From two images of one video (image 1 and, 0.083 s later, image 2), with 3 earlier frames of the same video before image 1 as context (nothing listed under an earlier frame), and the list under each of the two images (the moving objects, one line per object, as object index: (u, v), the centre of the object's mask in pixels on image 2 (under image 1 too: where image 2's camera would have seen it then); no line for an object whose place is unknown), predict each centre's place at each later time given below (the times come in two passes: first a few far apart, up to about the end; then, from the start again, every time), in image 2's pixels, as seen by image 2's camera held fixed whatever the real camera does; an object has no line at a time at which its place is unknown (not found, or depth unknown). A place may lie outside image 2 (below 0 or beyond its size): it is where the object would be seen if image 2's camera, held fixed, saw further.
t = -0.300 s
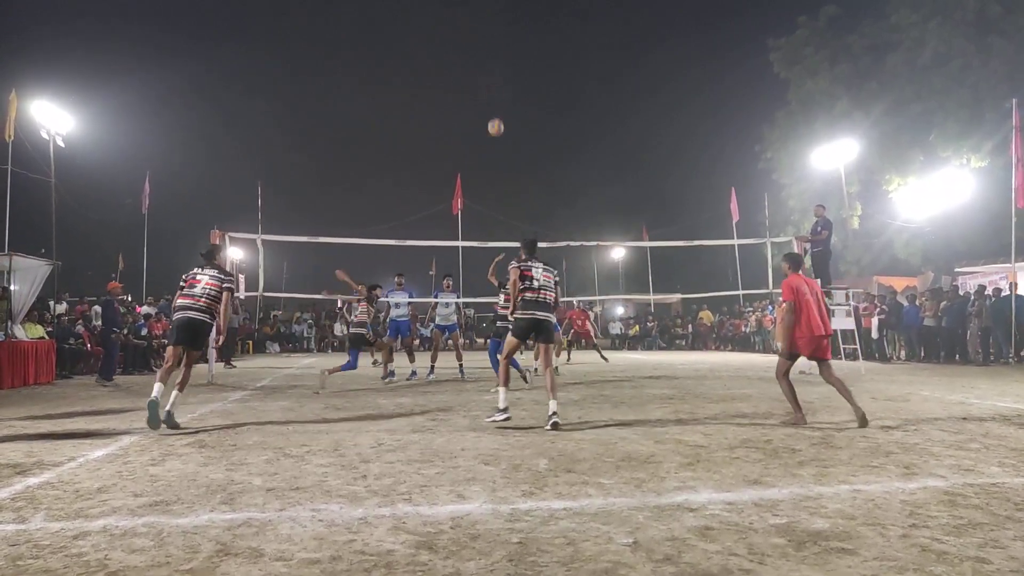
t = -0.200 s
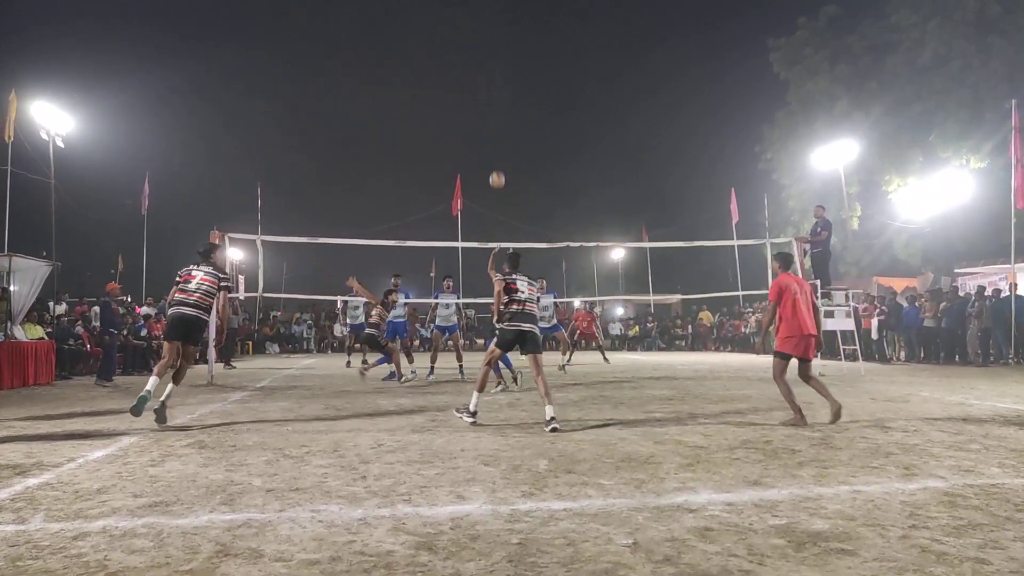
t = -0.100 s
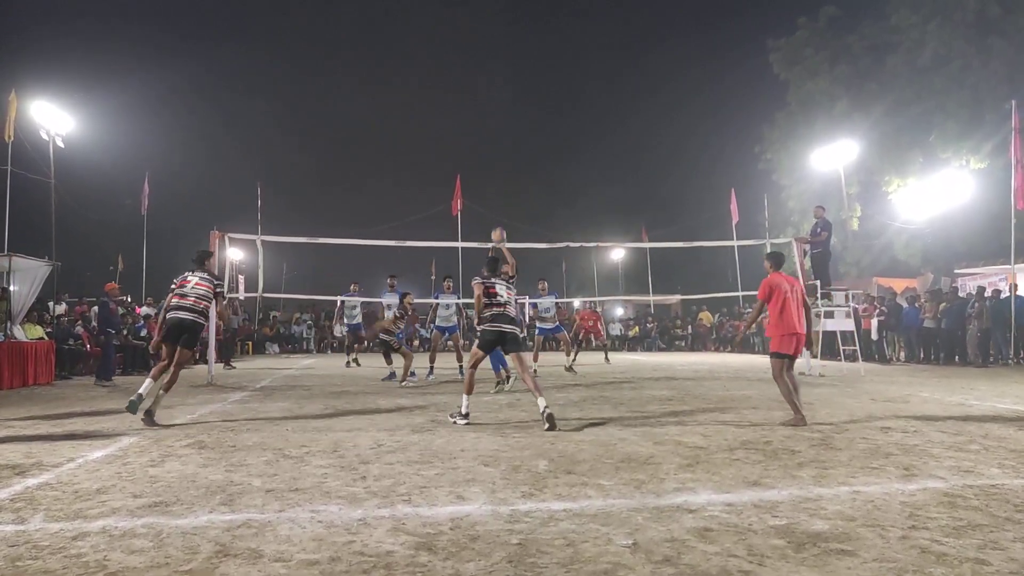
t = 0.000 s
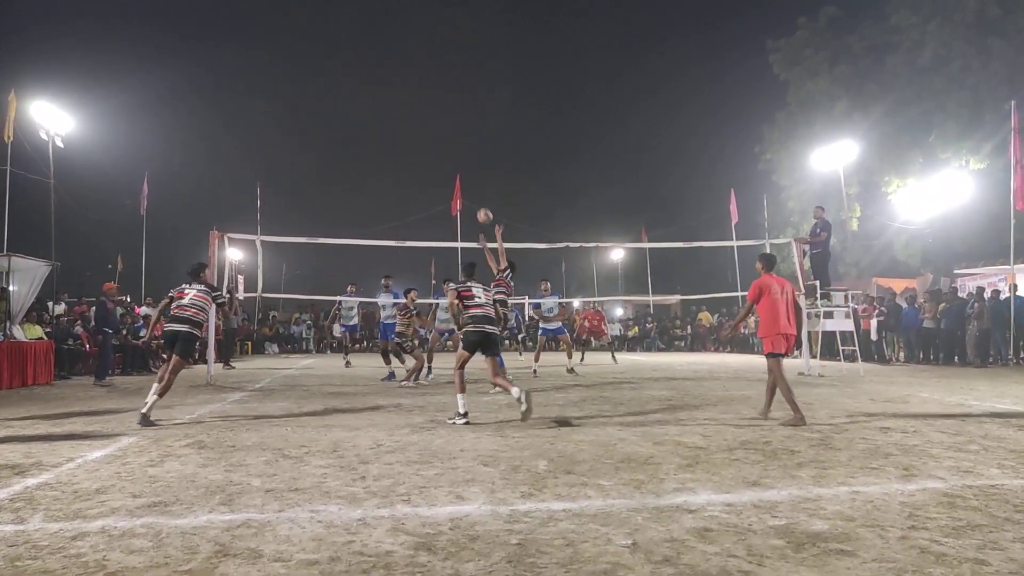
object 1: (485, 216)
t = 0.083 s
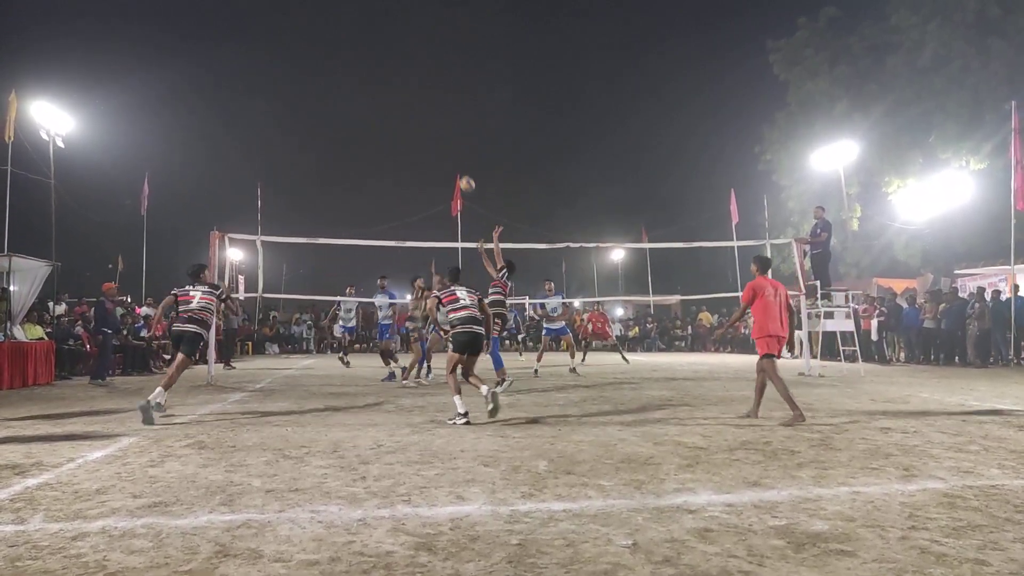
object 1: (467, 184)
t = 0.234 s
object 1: (436, 139)
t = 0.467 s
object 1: (390, 101)
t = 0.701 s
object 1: (347, 100)
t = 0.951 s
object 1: (303, 136)
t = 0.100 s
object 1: (464, 178)
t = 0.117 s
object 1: (460, 172)
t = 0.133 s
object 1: (456, 167)
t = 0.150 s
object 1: (453, 162)
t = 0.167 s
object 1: (449, 157)
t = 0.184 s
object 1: (446, 152)
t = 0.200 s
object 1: (442, 148)
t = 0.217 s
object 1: (439, 143)
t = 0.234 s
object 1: (436, 139)
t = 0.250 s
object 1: (432, 135)
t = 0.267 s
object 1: (429, 131)
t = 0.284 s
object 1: (426, 128)
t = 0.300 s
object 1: (422, 125)
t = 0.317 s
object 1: (419, 121)
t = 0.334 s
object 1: (416, 119)
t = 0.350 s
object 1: (413, 115)
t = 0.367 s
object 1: (410, 113)
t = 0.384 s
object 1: (407, 111)
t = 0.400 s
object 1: (403, 108)
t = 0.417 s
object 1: (400, 106)
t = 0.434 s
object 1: (397, 105)
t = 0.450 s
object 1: (393, 103)
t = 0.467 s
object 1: (390, 101)
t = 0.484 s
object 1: (387, 100)
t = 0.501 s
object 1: (384, 99)
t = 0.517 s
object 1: (381, 98)
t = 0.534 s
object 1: (378, 97)
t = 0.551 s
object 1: (375, 97)
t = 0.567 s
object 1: (371, 96)
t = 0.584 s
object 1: (368, 96)
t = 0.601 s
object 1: (365, 96)
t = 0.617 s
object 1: (362, 96)
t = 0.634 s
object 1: (359, 96)
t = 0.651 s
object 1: (356, 97)
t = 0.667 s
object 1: (353, 98)
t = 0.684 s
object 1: (350, 99)
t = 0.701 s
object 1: (347, 100)
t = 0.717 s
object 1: (344, 101)
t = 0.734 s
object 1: (341, 102)
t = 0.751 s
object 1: (338, 104)
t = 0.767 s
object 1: (335, 106)
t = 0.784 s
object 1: (332, 108)
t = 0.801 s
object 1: (329, 110)
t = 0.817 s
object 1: (326, 112)
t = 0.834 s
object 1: (323, 114)
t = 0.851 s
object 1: (320, 117)
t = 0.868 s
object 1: (317, 120)
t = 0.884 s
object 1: (314, 123)
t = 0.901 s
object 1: (311, 126)
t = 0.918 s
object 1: (308, 129)
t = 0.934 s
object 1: (306, 133)
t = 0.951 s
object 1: (303, 136)
